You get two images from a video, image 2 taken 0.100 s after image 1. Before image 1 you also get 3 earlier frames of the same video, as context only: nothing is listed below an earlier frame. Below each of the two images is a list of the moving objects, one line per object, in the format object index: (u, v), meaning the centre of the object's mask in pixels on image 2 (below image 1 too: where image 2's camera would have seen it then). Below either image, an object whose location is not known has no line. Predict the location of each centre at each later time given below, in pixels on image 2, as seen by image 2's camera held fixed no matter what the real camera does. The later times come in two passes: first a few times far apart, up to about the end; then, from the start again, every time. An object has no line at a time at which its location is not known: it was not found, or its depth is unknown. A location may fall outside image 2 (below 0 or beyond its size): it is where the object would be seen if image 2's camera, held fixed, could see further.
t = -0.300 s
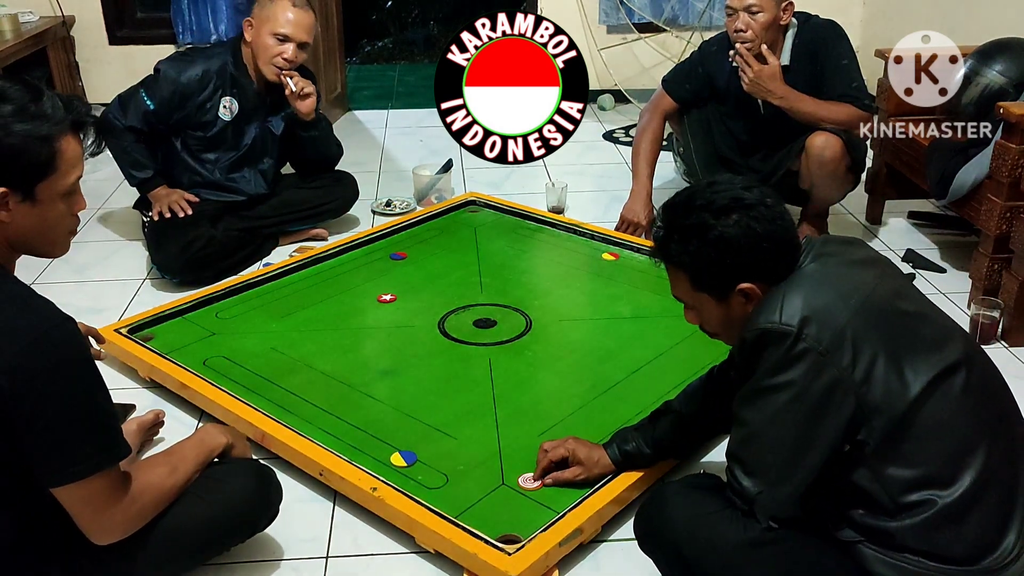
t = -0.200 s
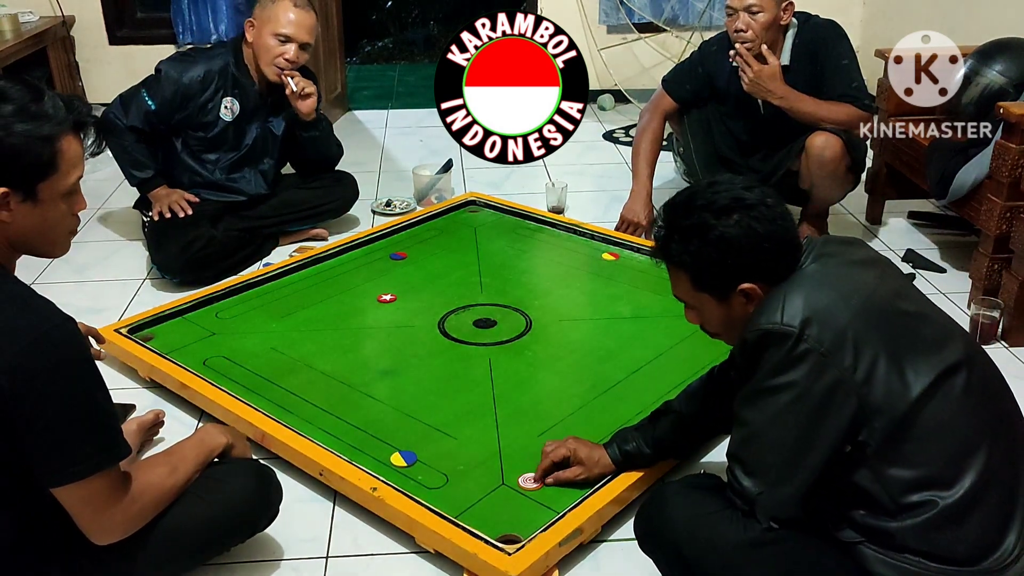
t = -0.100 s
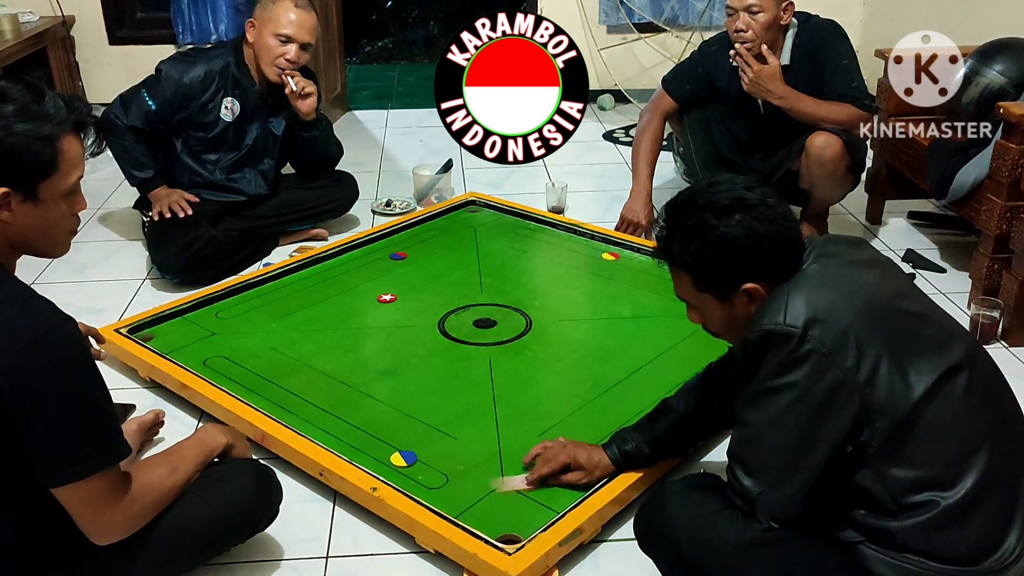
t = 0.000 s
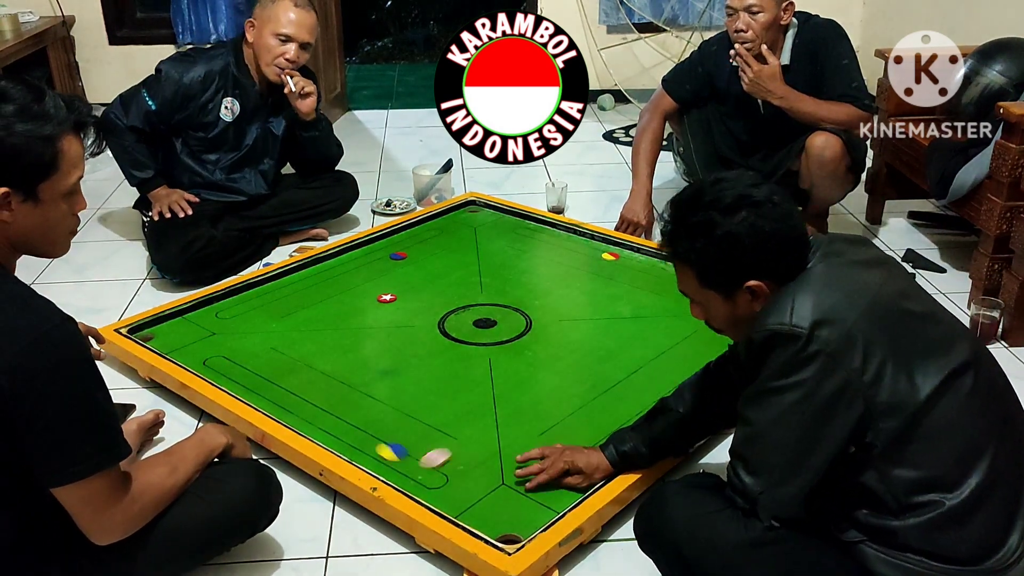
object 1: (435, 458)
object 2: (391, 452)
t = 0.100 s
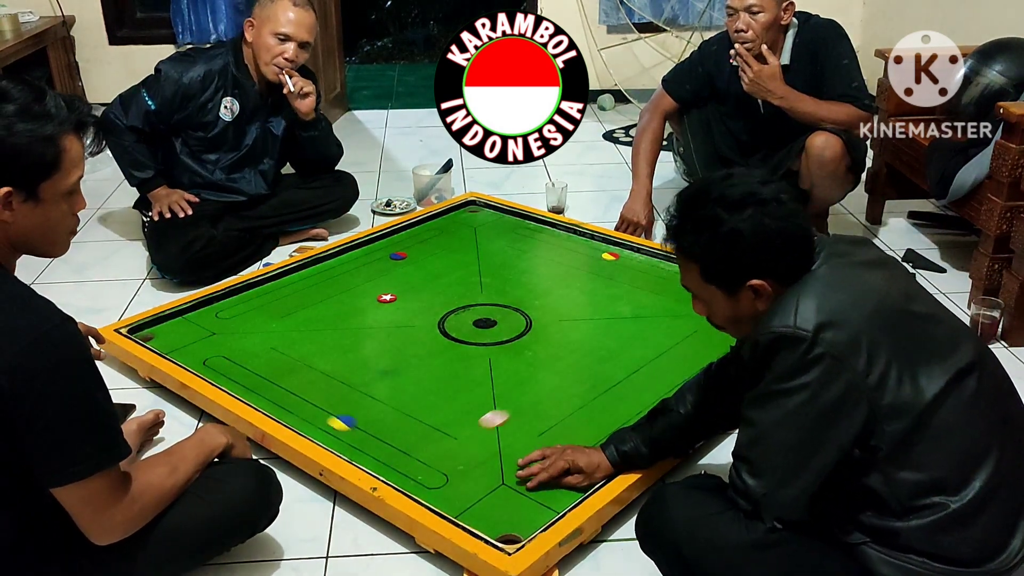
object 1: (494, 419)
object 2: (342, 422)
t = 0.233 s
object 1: (559, 374)
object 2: (284, 389)
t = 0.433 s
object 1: (641, 320)
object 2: (210, 347)
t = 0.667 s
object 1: (699, 280)
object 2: (192, 334)
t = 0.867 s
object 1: (674, 305)
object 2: (237, 353)
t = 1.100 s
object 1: (638, 338)
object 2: (292, 377)
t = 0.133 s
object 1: (511, 407)
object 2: (327, 414)
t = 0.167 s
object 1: (529, 395)
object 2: (312, 405)
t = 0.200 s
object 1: (544, 384)
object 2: (298, 397)
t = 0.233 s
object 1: (559, 374)
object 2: (284, 389)
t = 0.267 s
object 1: (575, 364)
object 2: (270, 381)
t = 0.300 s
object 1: (588, 354)
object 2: (258, 374)
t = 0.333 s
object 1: (603, 345)
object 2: (245, 366)
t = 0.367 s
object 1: (616, 337)
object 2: (233, 360)
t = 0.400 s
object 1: (628, 328)
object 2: (222, 353)
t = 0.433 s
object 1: (641, 320)
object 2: (210, 347)
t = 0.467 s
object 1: (652, 312)
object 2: (199, 340)
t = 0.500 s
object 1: (664, 304)
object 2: (189, 334)
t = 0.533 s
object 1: (675, 297)
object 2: (178, 328)
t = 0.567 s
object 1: (685, 290)
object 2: (172, 324)
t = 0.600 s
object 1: (695, 283)
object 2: (178, 327)
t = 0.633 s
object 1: (699, 277)
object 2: (185, 330)
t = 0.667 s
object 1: (699, 280)
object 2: (192, 334)
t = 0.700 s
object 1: (697, 284)
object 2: (200, 337)
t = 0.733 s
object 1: (693, 287)
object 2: (207, 340)
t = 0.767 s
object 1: (689, 292)
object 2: (214, 343)
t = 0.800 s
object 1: (684, 296)
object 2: (222, 347)
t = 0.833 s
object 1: (680, 300)
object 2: (229, 350)
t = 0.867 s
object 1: (674, 305)
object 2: (237, 353)
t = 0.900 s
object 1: (669, 309)
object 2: (244, 356)
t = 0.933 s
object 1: (664, 314)
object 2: (252, 360)
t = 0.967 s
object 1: (659, 318)
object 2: (260, 363)
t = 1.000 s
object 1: (654, 323)
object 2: (268, 367)
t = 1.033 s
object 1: (648, 328)
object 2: (276, 370)
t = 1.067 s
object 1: (644, 333)
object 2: (284, 373)
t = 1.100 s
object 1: (638, 338)
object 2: (292, 377)
